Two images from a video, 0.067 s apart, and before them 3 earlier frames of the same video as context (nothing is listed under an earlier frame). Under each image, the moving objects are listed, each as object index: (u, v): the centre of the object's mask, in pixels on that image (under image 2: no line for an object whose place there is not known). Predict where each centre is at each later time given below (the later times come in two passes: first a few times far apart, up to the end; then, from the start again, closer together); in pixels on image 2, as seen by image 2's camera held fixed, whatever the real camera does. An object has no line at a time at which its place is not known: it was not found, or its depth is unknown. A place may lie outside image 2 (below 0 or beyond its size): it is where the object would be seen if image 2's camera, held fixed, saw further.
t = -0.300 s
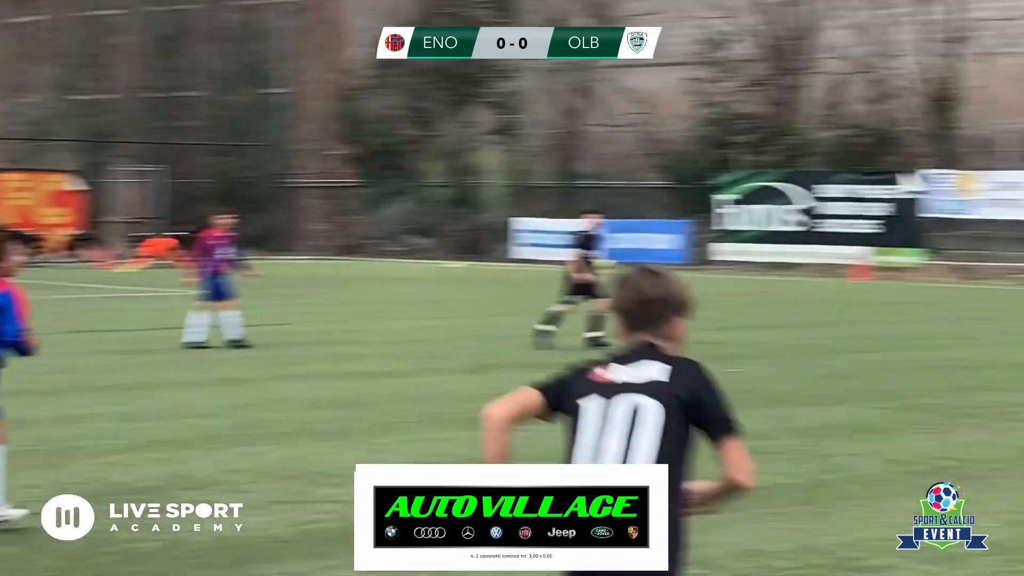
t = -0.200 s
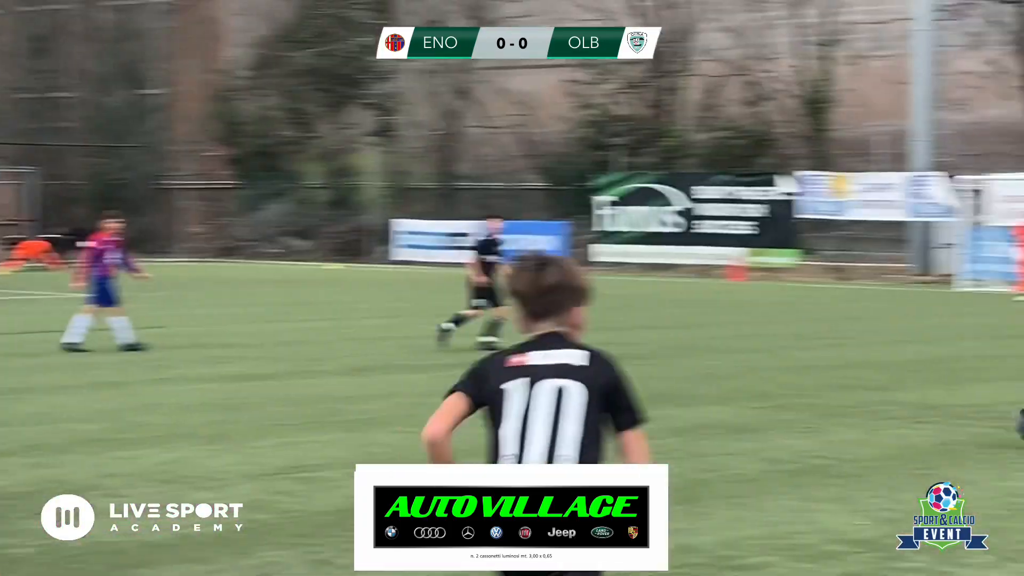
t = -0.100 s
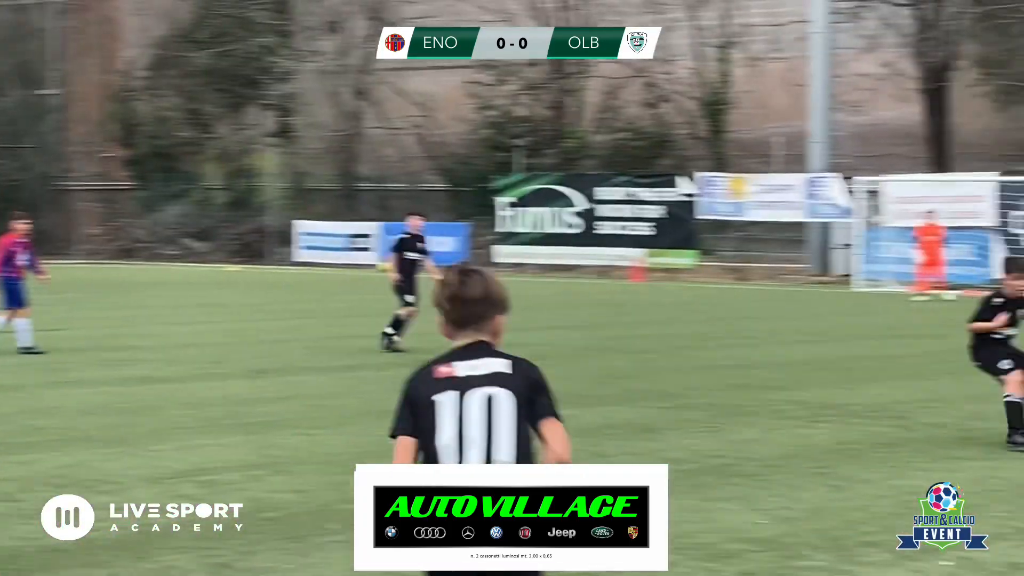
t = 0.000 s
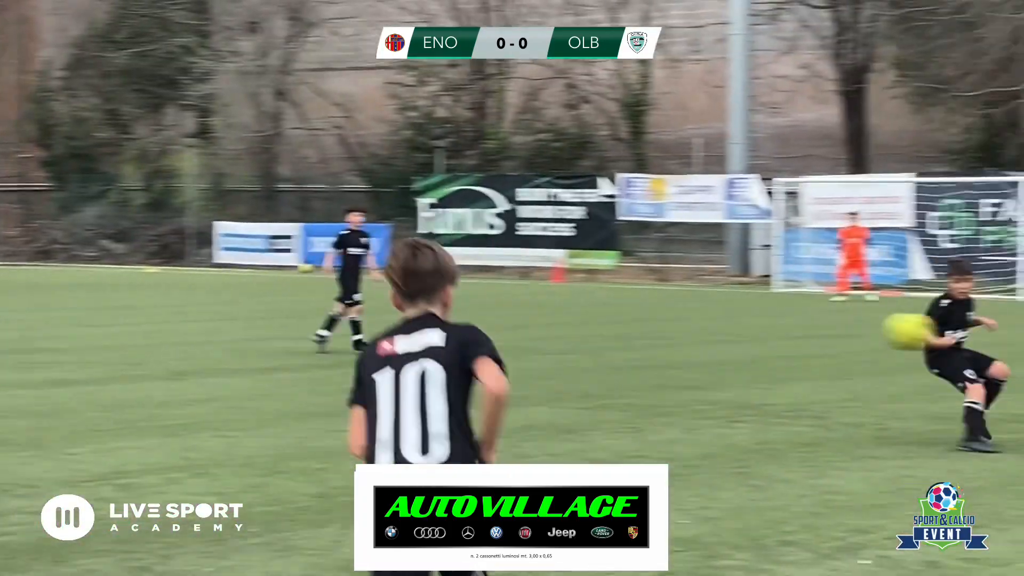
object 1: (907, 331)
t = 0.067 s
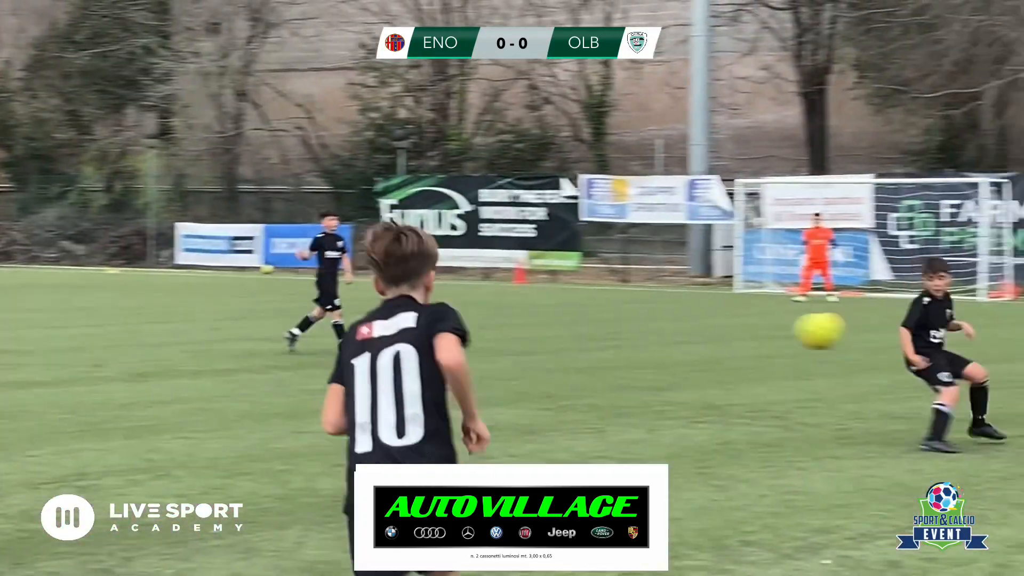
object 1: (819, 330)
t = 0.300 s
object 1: (651, 387)
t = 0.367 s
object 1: (603, 419)
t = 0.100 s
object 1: (795, 333)
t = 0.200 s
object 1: (722, 352)
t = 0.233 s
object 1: (697, 362)
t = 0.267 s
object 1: (674, 373)
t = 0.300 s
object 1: (651, 387)
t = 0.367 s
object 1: (603, 419)
